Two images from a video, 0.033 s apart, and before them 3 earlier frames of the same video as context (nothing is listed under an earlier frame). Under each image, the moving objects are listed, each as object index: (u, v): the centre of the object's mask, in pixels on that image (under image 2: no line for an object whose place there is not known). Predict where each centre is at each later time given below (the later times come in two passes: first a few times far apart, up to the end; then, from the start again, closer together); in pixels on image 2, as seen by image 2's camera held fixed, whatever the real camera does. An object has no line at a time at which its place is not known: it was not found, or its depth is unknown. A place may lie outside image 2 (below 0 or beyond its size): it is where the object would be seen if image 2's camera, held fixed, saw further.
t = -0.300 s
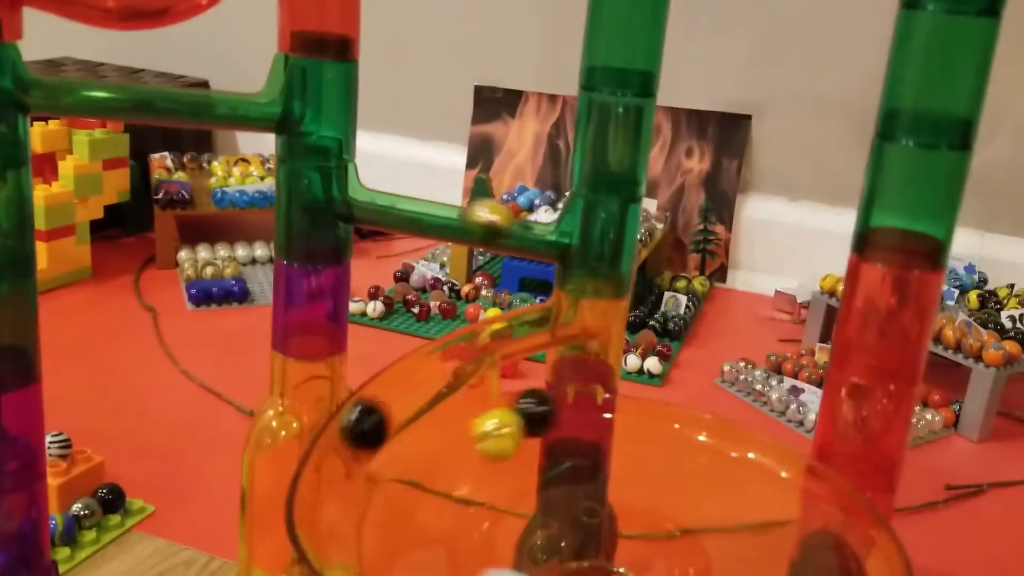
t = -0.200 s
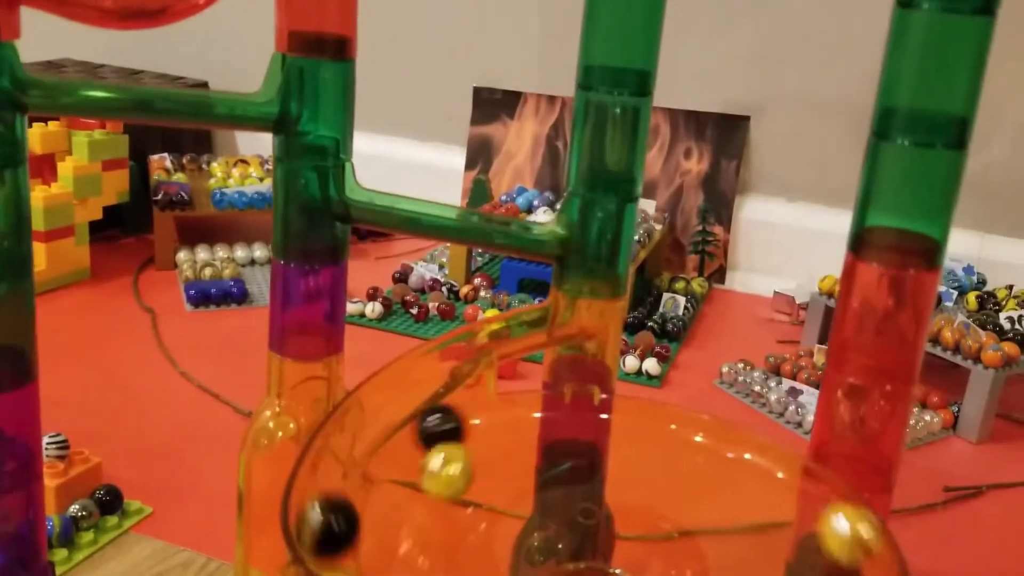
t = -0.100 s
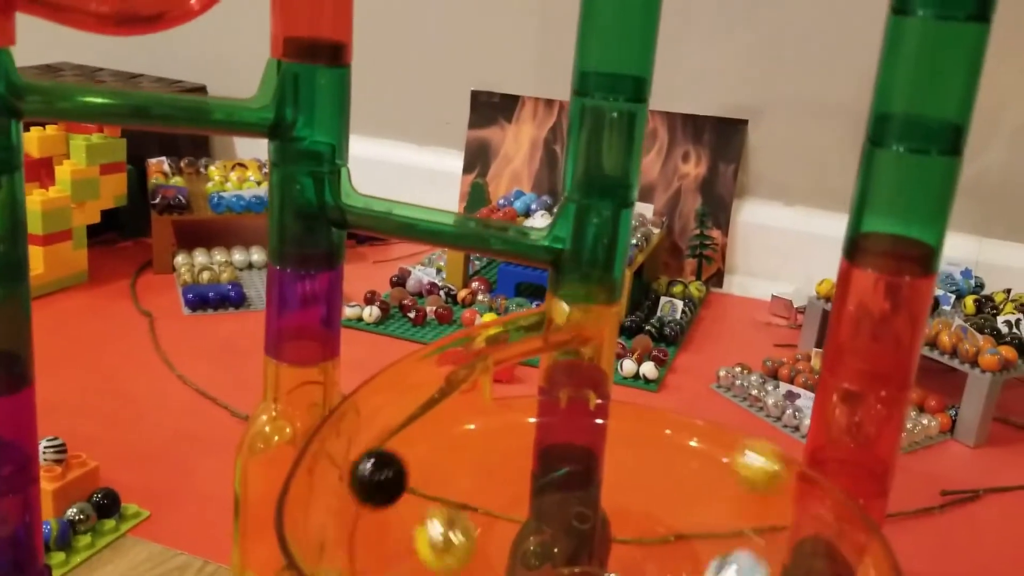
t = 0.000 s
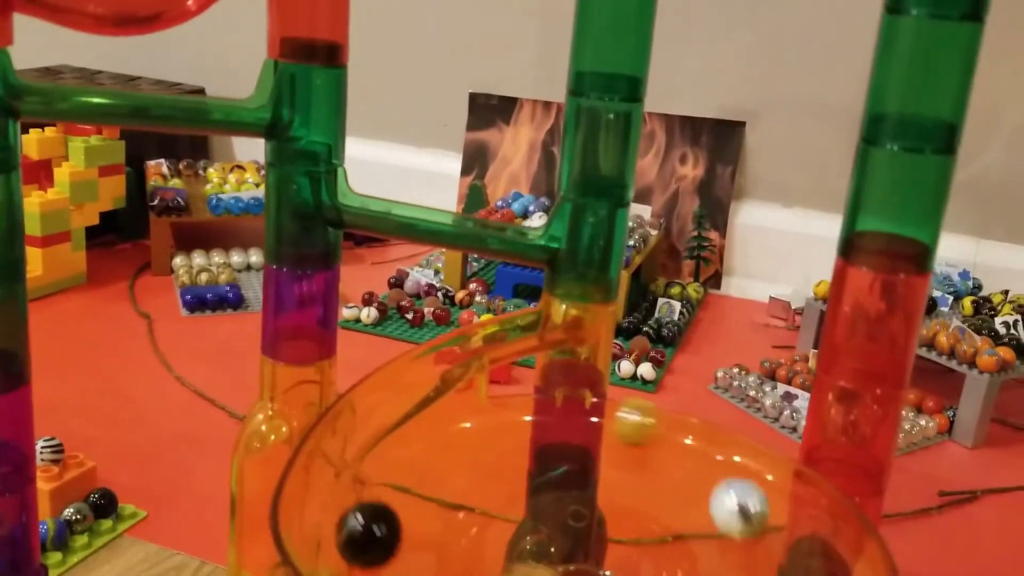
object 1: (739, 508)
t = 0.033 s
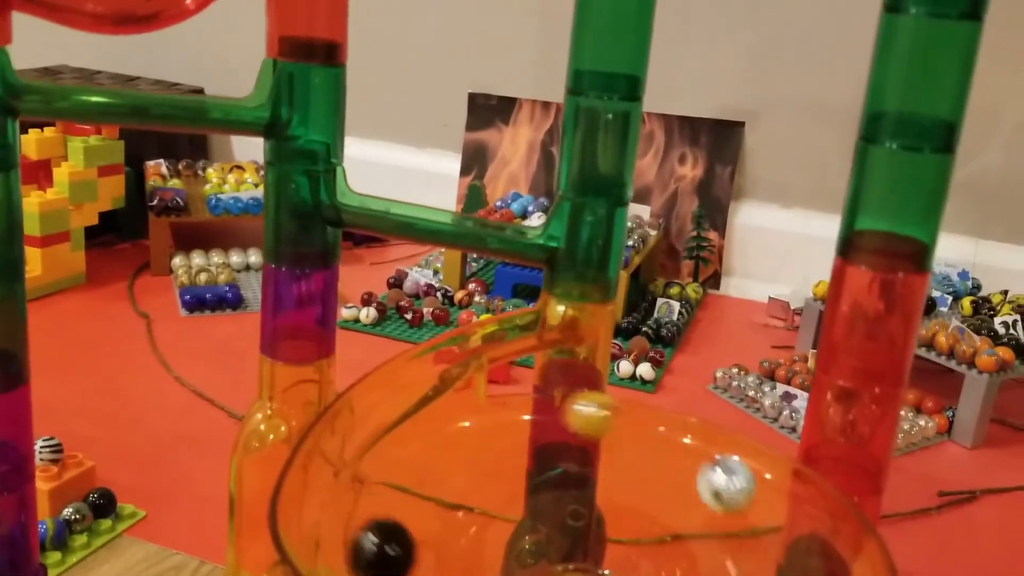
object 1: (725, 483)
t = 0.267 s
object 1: (560, 419)
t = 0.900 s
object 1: (735, 548)
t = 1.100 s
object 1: (628, 445)
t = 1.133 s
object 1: (602, 437)
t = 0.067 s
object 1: (709, 464)
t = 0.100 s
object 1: (688, 445)
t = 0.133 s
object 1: (666, 432)
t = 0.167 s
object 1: (641, 422)
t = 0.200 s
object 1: (614, 419)
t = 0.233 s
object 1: (586, 418)
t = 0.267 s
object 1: (560, 419)
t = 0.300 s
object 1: (532, 422)
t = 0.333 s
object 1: (504, 428)
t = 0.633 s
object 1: (467, 557)
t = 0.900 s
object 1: (735, 548)
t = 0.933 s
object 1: (731, 535)
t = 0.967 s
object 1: (721, 513)
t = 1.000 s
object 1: (701, 491)
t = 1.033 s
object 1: (679, 474)
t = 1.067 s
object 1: (653, 458)
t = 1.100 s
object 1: (628, 445)
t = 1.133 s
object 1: (602, 437)
